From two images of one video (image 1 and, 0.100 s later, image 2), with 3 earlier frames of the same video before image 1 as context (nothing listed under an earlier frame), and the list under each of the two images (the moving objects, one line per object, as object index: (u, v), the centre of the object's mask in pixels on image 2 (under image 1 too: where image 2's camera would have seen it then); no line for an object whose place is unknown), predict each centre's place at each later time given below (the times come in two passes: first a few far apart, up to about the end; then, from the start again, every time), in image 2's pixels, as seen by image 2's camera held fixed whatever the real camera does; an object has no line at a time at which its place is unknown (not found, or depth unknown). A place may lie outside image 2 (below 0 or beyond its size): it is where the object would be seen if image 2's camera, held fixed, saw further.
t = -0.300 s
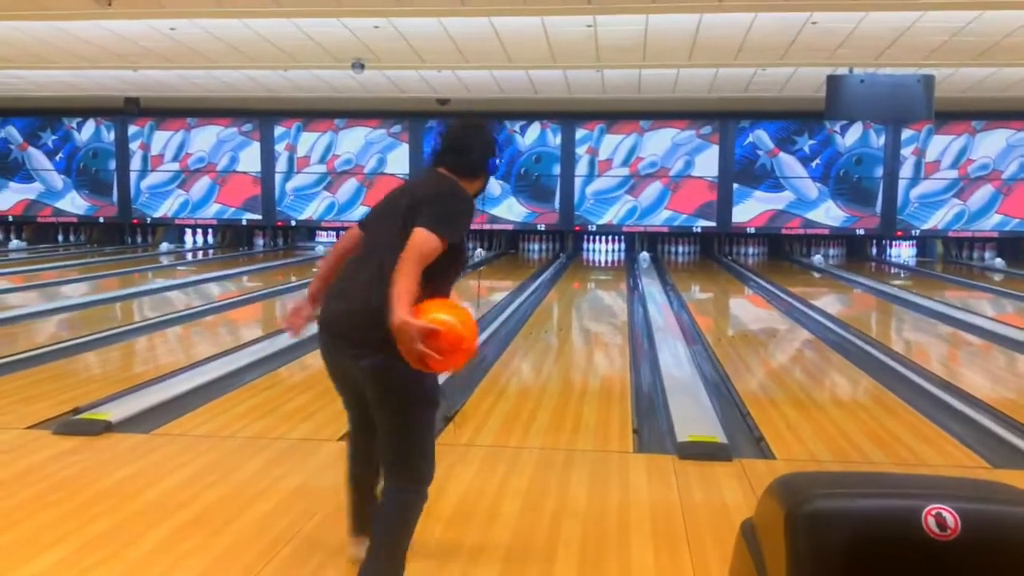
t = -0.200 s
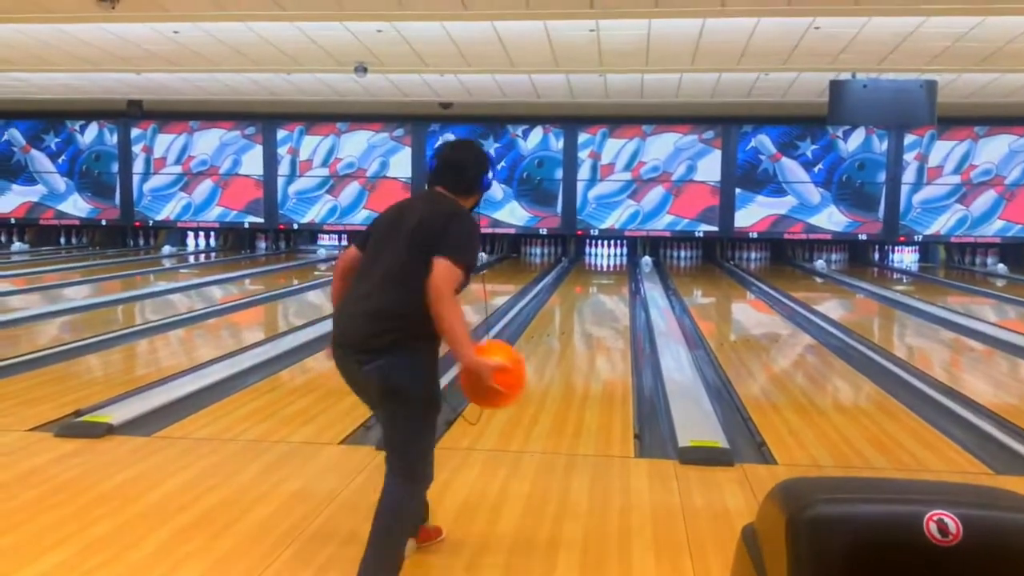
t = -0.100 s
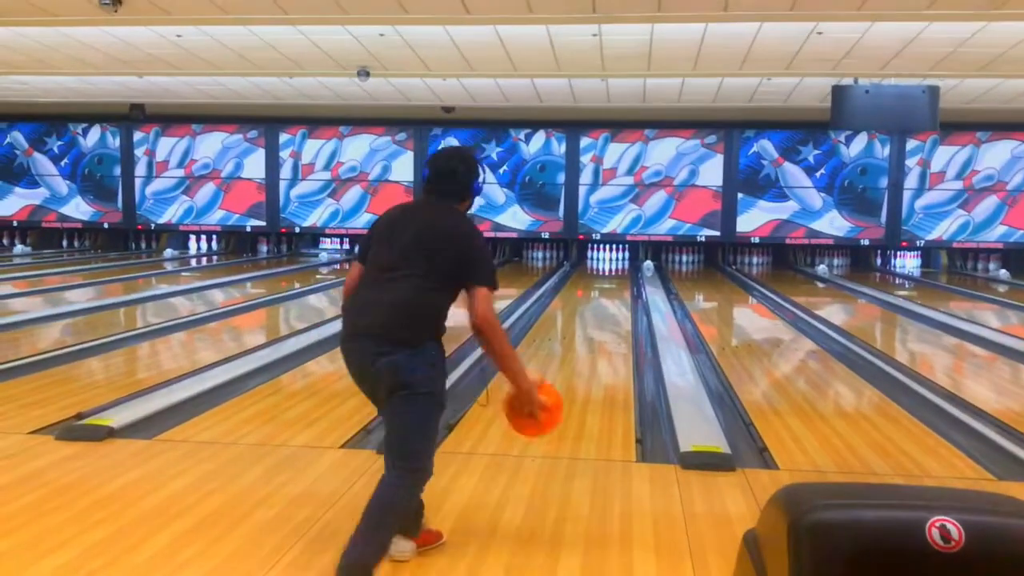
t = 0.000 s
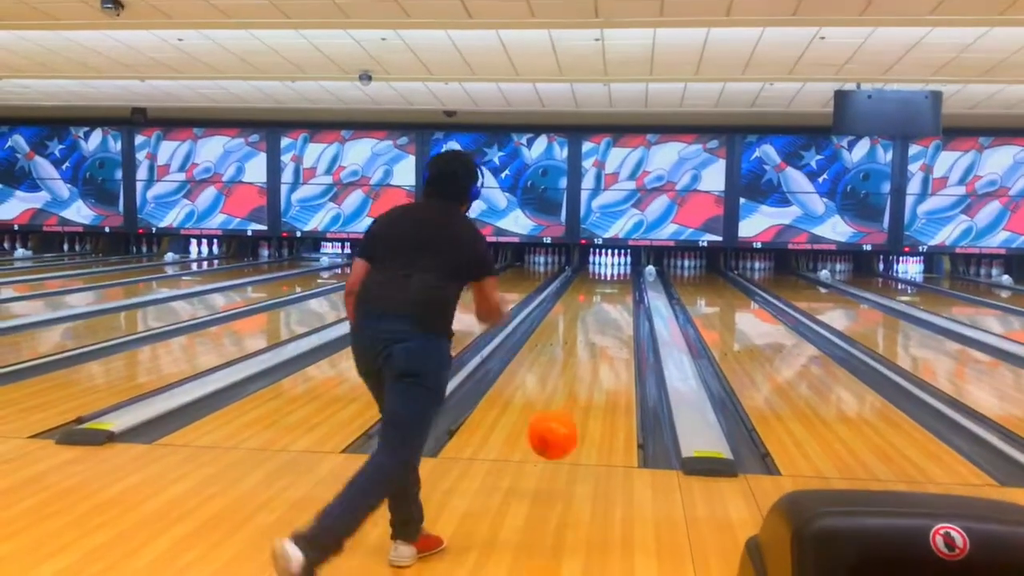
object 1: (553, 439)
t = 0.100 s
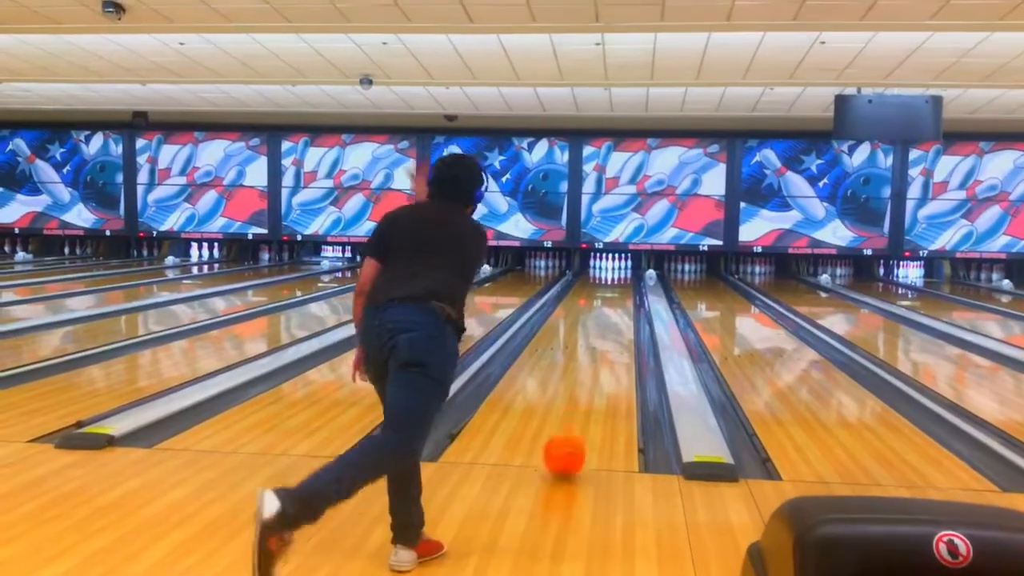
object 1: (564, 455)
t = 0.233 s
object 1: (575, 421)
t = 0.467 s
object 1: (588, 379)
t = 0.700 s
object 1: (597, 351)
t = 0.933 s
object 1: (605, 327)
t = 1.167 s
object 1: (606, 317)
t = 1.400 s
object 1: (609, 307)
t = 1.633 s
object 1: (610, 299)
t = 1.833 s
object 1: (612, 291)
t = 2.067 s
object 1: (613, 286)
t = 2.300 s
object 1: (614, 281)
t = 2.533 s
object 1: (614, 277)
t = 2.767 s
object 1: (613, 273)
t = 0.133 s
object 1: (567, 443)
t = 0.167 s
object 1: (570, 434)
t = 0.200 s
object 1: (573, 427)
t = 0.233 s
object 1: (575, 421)
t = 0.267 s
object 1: (578, 413)
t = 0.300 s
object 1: (580, 406)
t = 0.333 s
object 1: (582, 400)
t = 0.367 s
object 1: (584, 394)
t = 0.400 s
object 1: (585, 389)
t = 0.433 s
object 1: (587, 383)
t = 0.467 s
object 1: (588, 379)
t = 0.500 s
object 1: (590, 374)
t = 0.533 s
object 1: (591, 370)
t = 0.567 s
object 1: (592, 366)
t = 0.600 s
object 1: (593, 361)
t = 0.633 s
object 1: (595, 358)
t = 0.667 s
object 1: (596, 354)
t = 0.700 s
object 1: (597, 351)
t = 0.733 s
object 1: (598, 348)
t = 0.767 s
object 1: (598, 345)
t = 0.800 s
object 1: (599, 342)
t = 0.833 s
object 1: (600, 339)
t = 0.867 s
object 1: (601, 337)
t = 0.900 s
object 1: (603, 333)
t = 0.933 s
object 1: (605, 327)
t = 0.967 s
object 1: (604, 327)
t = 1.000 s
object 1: (604, 326)
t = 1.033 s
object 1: (604, 325)
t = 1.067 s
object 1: (605, 322)
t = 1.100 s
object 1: (605, 320)
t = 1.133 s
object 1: (606, 319)
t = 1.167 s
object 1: (606, 317)
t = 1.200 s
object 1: (606, 316)
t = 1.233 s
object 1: (606, 315)
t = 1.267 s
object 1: (607, 314)
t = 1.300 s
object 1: (608, 311)
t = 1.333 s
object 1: (608, 310)
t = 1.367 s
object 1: (608, 309)
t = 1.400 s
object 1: (609, 307)
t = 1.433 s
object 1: (609, 305)
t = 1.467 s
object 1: (610, 303)
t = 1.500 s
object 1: (610, 302)
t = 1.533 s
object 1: (610, 302)
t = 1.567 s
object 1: (610, 301)
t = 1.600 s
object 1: (610, 300)
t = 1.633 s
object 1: (610, 299)
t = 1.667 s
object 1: (610, 298)
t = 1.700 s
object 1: (611, 296)
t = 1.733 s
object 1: (611, 296)
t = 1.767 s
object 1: (612, 293)
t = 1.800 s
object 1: (612, 293)
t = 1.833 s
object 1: (612, 291)
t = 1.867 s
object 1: (612, 290)
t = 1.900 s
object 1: (612, 290)
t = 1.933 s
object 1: (612, 289)
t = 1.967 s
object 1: (613, 288)
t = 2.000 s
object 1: (613, 288)
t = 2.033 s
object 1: (613, 287)
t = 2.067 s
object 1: (613, 286)
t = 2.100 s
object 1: (613, 285)
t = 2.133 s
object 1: (613, 285)
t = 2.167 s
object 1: (614, 283)
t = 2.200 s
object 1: (614, 282)
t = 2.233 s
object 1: (613, 281)
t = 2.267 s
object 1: (614, 281)
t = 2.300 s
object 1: (614, 281)
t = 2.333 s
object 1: (614, 280)
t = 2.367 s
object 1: (614, 280)
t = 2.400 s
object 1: (614, 279)
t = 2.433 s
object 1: (614, 279)
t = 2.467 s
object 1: (614, 278)
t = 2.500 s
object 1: (614, 277)
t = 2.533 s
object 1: (614, 277)
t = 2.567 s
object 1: (614, 277)
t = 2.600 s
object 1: (613, 277)
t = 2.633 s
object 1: (613, 276)
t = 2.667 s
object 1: (613, 276)
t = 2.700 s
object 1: (613, 274)
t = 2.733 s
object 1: (613, 275)
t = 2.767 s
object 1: (613, 273)
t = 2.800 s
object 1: (613, 273)
